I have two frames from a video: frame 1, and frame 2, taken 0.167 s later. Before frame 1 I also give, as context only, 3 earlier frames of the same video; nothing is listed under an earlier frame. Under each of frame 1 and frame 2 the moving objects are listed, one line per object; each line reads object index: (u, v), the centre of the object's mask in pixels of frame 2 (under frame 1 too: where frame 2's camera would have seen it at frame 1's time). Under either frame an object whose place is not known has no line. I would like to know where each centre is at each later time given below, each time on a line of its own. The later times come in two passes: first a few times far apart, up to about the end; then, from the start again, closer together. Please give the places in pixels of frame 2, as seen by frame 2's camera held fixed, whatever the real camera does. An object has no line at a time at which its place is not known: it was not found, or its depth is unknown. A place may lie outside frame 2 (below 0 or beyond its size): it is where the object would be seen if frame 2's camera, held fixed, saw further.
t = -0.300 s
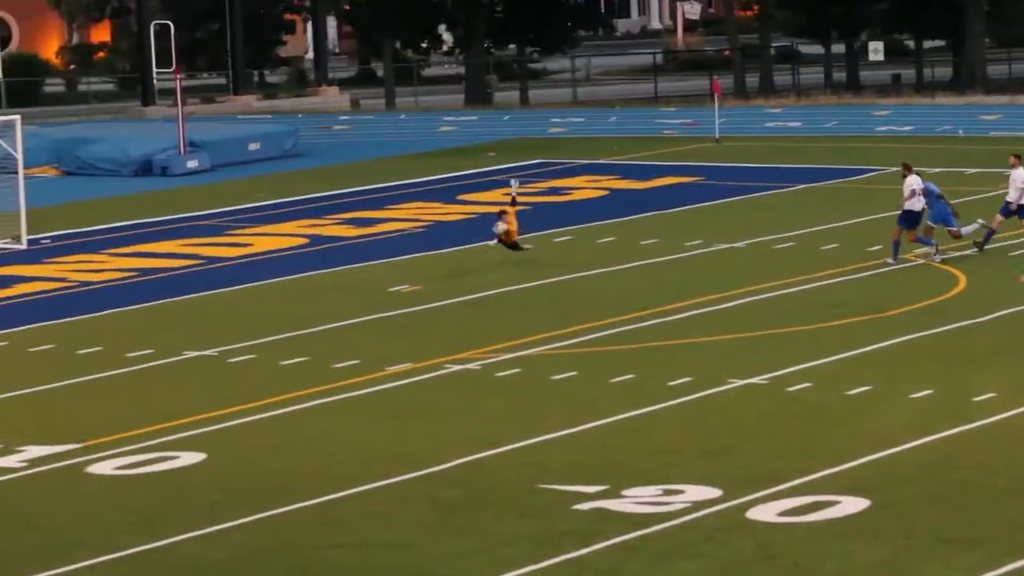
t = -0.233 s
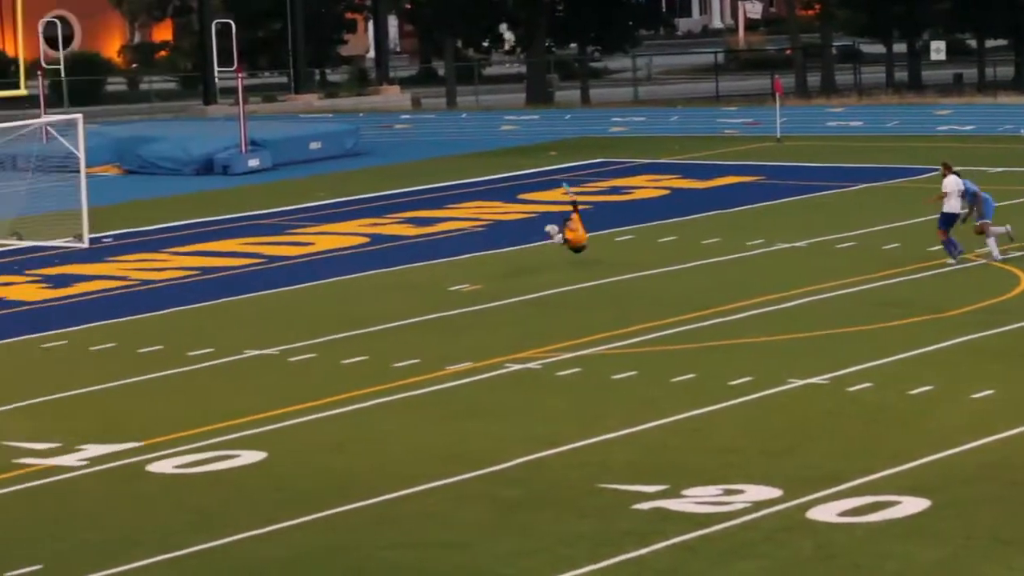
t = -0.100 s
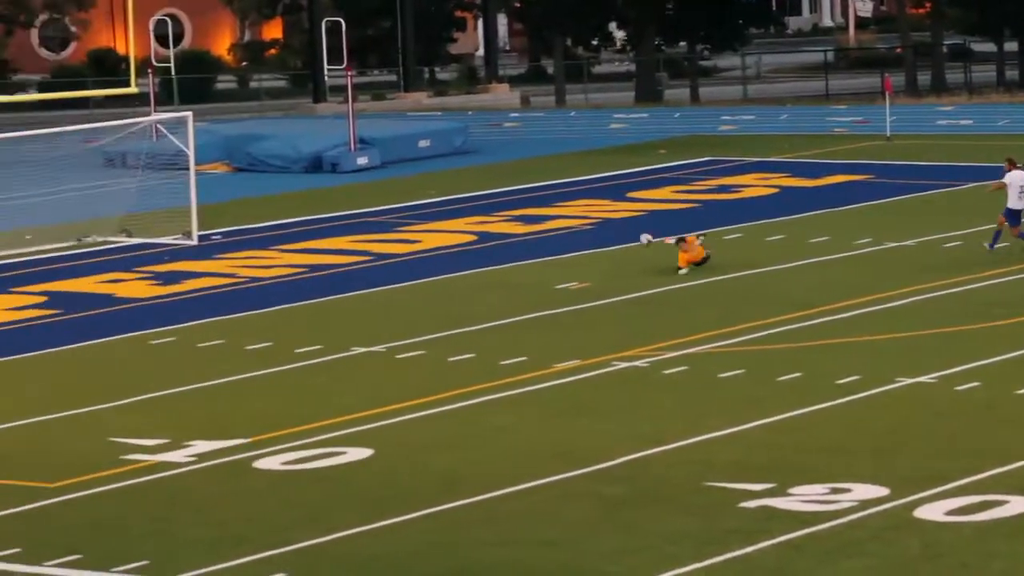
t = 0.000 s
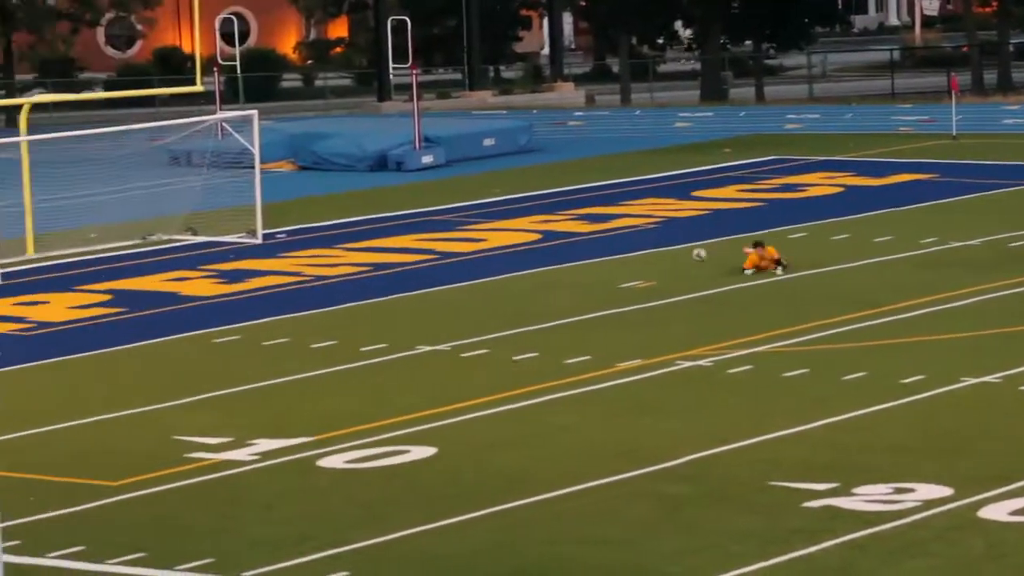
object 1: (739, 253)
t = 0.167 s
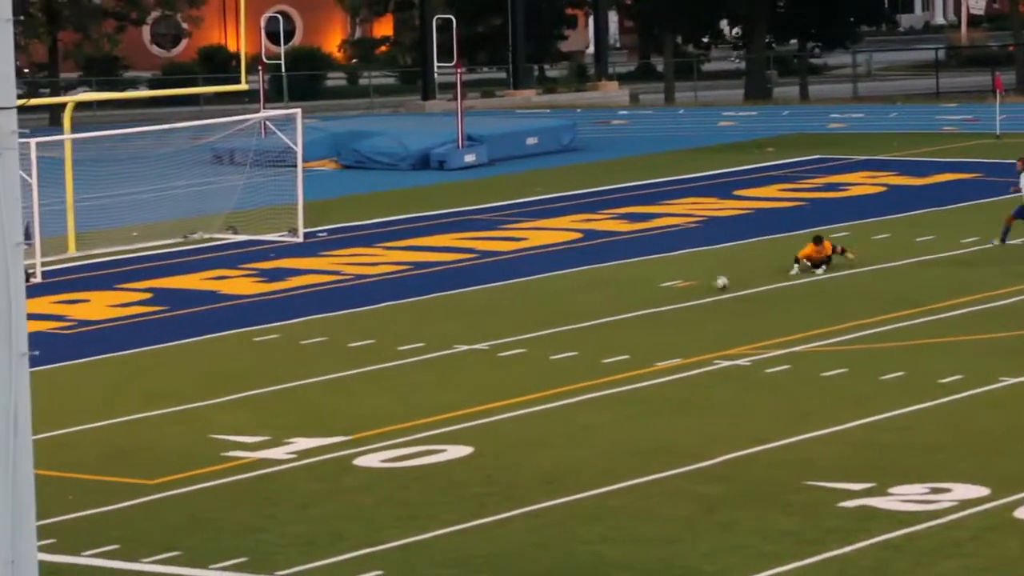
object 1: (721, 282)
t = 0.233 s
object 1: (713, 275)
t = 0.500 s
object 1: (685, 274)
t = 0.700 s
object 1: (664, 296)
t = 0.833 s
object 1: (650, 292)
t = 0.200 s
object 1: (717, 278)
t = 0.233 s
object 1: (713, 275)
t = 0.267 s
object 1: (710, 273)
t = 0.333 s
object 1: (703, 269)
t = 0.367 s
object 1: (699, 269)
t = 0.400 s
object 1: (695, 269)
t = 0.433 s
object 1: (692, 270)
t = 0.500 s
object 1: (685, 274)
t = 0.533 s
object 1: (682, 277)
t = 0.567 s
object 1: (679, 280)
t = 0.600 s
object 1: (675, 284)
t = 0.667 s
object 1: (668, 294)
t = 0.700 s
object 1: (664, 296)
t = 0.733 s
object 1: (661, 293)
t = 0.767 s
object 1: (657, 292)
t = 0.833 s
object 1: (650, 292)
